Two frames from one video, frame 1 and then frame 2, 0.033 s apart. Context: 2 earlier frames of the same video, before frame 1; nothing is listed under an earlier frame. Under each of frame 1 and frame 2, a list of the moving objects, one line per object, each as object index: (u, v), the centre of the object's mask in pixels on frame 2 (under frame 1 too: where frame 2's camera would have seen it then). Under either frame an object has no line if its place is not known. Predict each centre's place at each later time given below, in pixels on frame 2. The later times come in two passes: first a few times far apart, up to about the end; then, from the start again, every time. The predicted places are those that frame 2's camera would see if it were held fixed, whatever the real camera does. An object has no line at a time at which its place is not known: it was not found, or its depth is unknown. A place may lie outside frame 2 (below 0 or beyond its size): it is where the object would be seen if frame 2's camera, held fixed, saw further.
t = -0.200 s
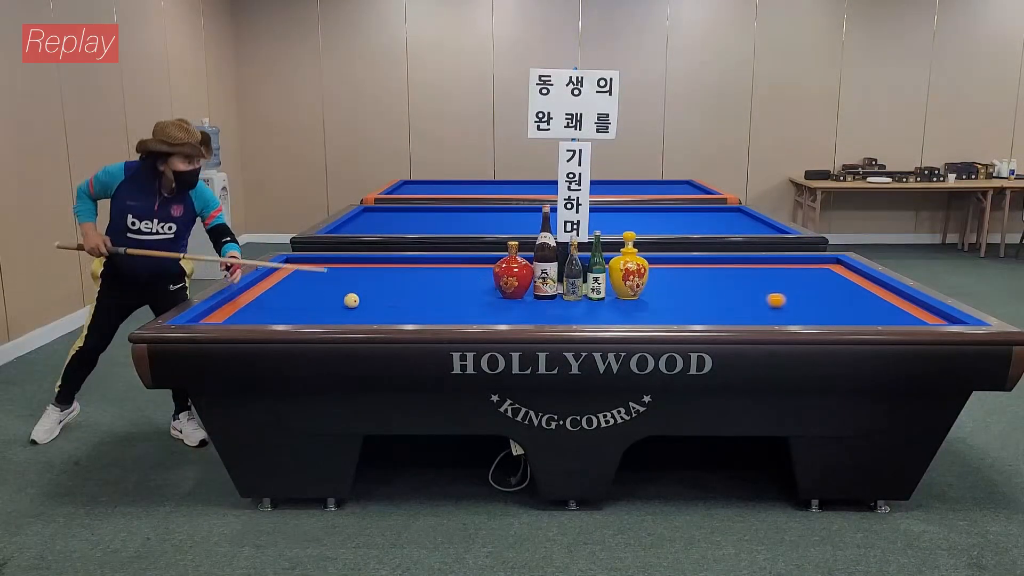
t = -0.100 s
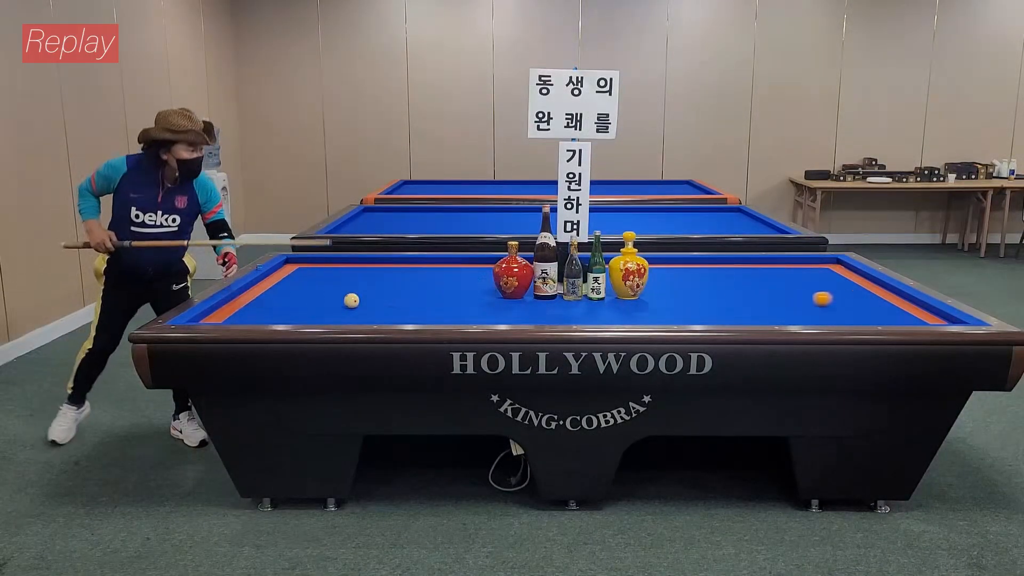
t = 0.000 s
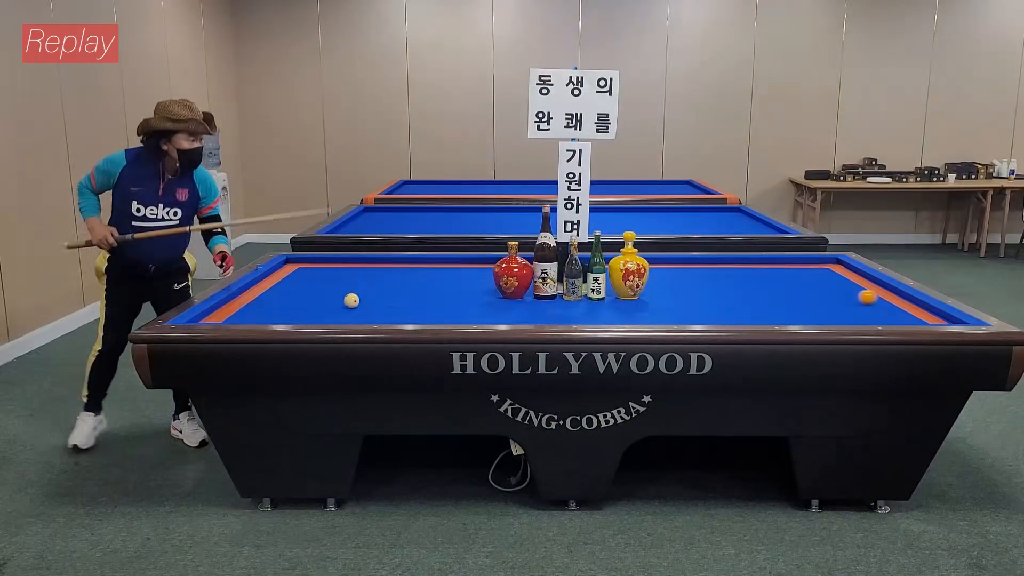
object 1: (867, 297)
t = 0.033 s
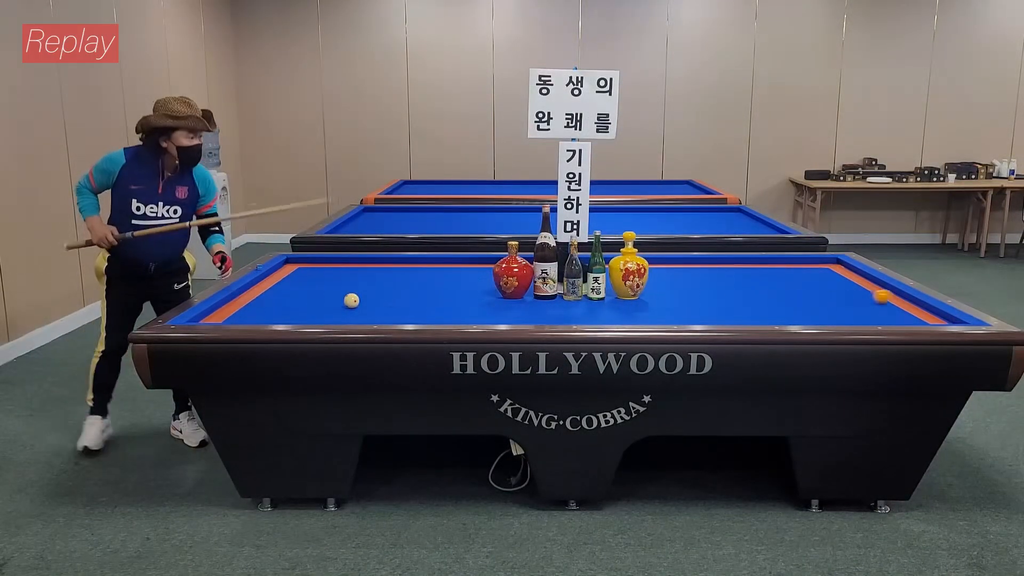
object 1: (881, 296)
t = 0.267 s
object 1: (845, 298)
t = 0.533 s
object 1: (781, 301)
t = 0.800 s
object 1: (723, 304)
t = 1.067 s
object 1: (665, 308)
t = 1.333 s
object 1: (606, 311)
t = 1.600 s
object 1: (547, 314)
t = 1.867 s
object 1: (487, 316)
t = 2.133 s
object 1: (426, 318)
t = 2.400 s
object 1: (366, 318)
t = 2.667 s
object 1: (307, 317)
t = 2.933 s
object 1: (252, 316)
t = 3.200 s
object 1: (208, 315)
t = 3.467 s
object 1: (246, 311)
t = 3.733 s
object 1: (279, 307)
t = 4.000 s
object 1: (311, 303)
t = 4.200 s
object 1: (333, 300)
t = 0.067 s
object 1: (898, 296)
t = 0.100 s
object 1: (900, 296)
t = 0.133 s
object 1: (889, 296)
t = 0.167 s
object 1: (877, 297)
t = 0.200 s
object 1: (866, 297)
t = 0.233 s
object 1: (855, 298)
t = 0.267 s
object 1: (845, 298)
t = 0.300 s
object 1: (836, 299)
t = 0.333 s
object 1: (827, 299)
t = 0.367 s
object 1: (818, 300)
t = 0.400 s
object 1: (810, 300)
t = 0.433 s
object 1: (802, 300)
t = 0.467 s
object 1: (795, 301)
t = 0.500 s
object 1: (788, 301)
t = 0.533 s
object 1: (781, 301)
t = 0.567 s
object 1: (773, 302)
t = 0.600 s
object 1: (766, 302)
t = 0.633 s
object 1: (759, 303)
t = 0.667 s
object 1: (752, 303)
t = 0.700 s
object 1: (744, 303)
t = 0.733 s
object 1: (737, 304)
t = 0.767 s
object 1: (730, 304)
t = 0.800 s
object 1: (723, 304)
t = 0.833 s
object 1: (716, 305)
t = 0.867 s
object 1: (708, 305)
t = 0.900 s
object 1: (701, 306)
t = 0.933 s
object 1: (694, 306)
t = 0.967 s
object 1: (687, 307)
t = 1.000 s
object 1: (679, 307)
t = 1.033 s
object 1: (672, 307)
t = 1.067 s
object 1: (665, 308)
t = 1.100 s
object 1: (657, 308)
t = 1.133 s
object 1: (650, 308)
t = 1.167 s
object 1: (643, 309)
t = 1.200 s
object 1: (636, 309)
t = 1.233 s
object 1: (628, 310)
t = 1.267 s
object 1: (621, 310)
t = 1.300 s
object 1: (614, 310)
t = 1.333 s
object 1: (606, 311)
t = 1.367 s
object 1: (599, 311)
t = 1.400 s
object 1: (591, 312)
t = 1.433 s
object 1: (584, 312)
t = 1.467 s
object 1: (577, 313)
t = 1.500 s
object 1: (569, 313)
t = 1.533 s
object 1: (562, 313)
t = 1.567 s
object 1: (554, 314)
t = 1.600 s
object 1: (547, 314)
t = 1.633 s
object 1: (540, 314)
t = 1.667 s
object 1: (532, 315)
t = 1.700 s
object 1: (524, 315)
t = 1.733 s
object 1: (517, 315)
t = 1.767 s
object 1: (510, 315)
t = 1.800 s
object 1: (502, 316)
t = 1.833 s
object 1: (494, 316)
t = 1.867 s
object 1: (487, 316)
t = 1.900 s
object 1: (479, 316)
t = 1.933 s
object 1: (472, 317)
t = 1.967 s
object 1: (464, 317)
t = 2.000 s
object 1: (457, 317)
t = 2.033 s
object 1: (449, 317)
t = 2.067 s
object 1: (441, 318)
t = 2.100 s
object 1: (434, 318)
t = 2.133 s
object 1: (426, 318)
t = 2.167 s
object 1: (419, 318)
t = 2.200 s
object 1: (411, 318)
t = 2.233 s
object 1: (403, 319)
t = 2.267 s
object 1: (395, 319)
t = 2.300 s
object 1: (388, 319)
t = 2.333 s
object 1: (380, 319)
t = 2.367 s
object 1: (373, 319)
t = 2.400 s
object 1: (366, 318)
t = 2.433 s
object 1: (358, 318)
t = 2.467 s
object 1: (351, 318)
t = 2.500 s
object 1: (343, 318)
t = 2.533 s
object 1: (336, 318)
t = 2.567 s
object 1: (329, 318)
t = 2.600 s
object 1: (322, 318)
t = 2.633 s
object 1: (315, 318)
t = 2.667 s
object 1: (307, 317)
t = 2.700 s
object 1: (300, 317)
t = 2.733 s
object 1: (293, 317)
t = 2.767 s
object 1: (286, 317)
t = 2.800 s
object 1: (279, 317)
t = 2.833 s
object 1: (272, 317)
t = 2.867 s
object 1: (265, 317)
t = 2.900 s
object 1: (258, 317)
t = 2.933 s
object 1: (252, 316)
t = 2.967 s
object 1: (244, 316)
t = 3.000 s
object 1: (238, 316)
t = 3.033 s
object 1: (232, 316)
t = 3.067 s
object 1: (224, 316)
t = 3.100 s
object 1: (217, 316)
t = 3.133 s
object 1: (210, 316)
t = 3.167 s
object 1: (204, 315)
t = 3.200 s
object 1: (208, 315)
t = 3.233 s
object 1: (213, 315)
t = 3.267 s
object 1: (219, 314)
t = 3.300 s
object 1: (223, 314)
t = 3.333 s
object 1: (228, 313)
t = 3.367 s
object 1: (233, 313)
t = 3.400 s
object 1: (237, 312)
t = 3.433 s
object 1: (242, 312)
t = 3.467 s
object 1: (246, 311)
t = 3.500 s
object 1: (250, 311)
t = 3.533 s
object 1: (254, 310)
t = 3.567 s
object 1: (259, 309)
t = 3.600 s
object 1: (263, 309)
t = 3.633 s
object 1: (267, 308)
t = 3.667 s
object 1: (271, 308)
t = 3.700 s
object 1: (275, 307)
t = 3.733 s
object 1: (279, 307)
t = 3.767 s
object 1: (283, 306)
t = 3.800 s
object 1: (287, 306)
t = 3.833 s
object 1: (291, 305)
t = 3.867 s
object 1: (295, 305)
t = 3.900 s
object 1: (299, 304)
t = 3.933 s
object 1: (303, 304)
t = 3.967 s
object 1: (307, 303)
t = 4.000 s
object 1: (311, 303)
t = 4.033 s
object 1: (315, 302)
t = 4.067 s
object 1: (318, 302)
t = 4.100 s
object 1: (322, 301)
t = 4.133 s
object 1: (326, 301)
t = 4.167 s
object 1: (329, 300)
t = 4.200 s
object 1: (333, 300)
